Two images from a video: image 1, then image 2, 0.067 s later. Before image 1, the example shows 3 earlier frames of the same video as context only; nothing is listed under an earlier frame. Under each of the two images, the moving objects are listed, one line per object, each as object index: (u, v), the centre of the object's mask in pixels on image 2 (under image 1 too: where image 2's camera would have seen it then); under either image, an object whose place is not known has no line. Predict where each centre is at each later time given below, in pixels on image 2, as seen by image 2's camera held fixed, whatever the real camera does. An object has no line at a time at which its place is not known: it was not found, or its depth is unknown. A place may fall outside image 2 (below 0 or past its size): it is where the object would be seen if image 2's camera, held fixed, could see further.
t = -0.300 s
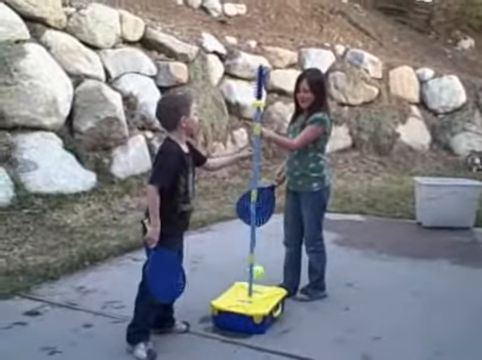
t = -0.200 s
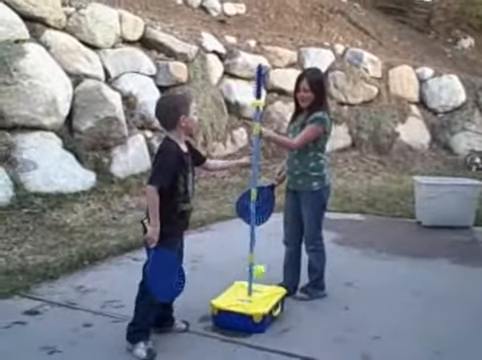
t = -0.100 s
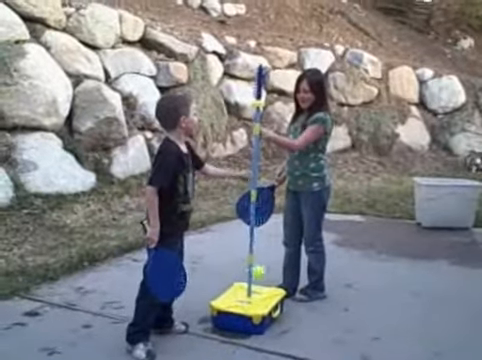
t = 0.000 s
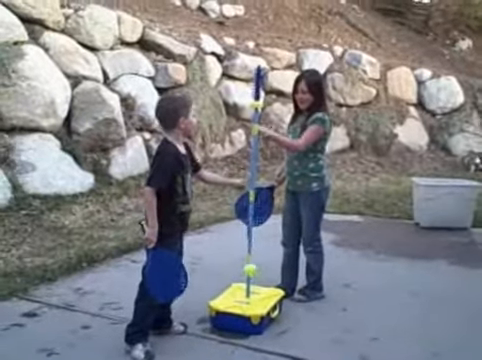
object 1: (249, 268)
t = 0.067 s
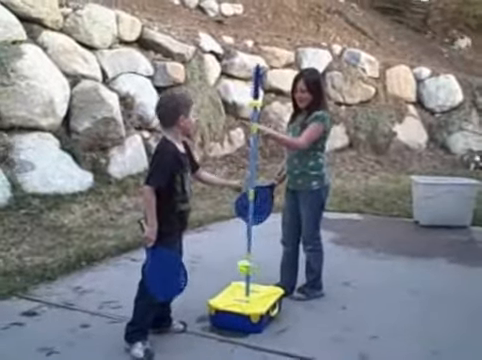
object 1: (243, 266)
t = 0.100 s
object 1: (241, 265)
